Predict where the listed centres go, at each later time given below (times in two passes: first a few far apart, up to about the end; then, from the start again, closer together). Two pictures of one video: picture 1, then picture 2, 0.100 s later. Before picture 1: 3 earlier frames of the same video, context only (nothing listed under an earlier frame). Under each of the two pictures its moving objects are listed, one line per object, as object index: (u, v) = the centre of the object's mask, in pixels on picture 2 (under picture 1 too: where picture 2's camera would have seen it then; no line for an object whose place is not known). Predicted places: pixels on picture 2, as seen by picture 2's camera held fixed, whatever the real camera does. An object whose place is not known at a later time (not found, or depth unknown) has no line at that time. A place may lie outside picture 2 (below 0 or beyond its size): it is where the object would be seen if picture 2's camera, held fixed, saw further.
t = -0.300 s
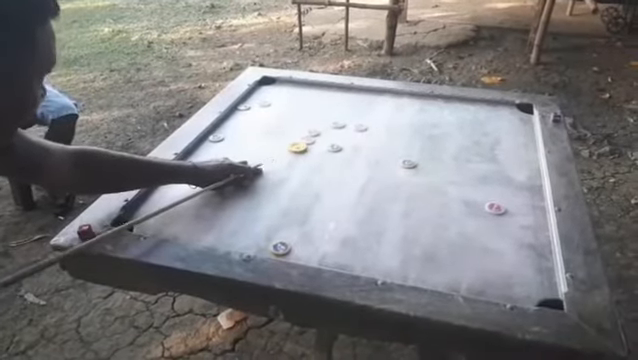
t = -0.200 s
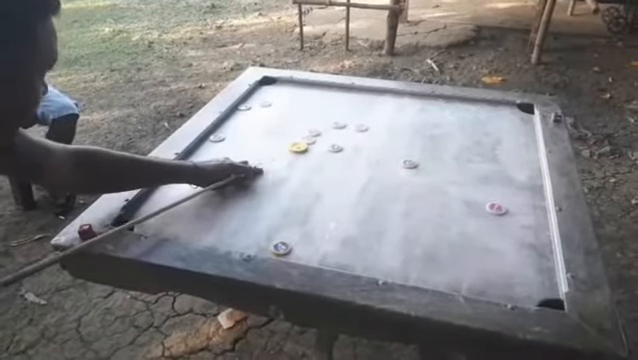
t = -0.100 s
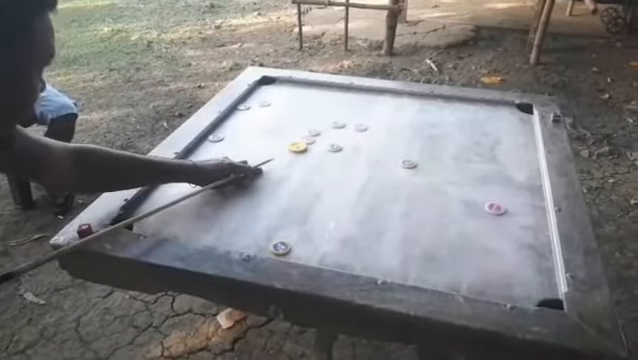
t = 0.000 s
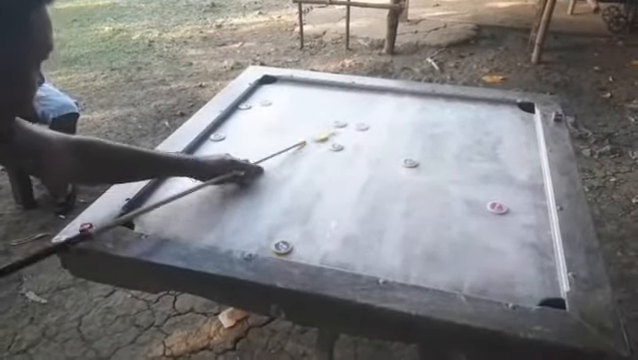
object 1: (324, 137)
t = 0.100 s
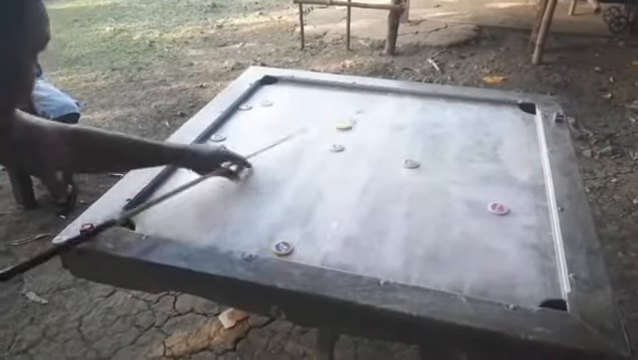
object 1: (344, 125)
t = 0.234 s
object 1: (365, 114)
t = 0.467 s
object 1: (391, 111)
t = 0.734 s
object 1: (396, 110)
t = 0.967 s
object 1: (396, 110)
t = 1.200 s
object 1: (394, 109)
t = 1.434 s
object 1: (394, 109)
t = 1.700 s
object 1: (395, 109)
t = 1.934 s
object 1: (395, 109)
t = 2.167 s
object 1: (397, 108)
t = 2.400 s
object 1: (397, 108)
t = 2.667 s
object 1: (397, 109)
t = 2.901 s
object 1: (398, 109)
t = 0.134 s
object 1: (349, 123)
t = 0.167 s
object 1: (354, 119)
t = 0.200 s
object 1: (360, 116)
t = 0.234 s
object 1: (365, 114)
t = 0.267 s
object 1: (369, 111)
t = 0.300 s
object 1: (375, 111)
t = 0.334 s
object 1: (379, 111)
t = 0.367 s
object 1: (382, 110)
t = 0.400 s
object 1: (385, 111)
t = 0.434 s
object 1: (387, 111)
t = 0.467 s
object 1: (391, 111)
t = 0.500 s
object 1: (394, 110)
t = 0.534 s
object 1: (396, 110)
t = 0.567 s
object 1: (396, 110)
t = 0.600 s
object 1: (396, 111)
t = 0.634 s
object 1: (396, 110)
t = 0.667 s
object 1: (396, 111)
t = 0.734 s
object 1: (396, 110)
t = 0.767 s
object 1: (397, 110)
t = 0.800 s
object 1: (396, 111)
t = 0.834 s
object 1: (396, 110)
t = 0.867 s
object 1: (396, 110)
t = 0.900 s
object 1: (396, 110)
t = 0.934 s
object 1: (396, 110)
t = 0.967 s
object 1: (396, 110)
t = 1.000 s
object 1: (396, 111)
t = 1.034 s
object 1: (396, 110)
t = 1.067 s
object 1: (395, 110)
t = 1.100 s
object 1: (395, 110)
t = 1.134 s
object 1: (395, 110)
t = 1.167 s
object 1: (394, 110)
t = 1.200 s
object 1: (394, 109)
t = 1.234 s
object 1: (394, 110)
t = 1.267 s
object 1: (393, 109)
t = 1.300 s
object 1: (394, 109)
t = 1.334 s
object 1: (394, 110)
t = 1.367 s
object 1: (394, 109)
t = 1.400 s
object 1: (395, 109)
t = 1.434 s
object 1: (394, 109)
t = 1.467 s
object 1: (394, 109)
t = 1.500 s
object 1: (394, 109)
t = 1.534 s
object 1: (394, 109)
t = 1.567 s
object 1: (395, 109)
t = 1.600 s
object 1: (395, 109)
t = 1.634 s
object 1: (395, 109)
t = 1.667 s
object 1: (395, 109)
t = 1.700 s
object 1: (395, 109)
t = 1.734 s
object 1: (395, 109)
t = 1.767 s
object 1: (396, 109)
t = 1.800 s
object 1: (395, 109)
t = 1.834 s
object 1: (396, 109)
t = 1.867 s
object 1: (396, 109)
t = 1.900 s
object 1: (396, 109)
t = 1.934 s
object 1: (395, 109)
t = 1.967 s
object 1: (396, 108)
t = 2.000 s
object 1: (396, 108)
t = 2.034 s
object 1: (396, 108)
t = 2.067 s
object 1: (396, 108)
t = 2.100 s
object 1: (396, 108)
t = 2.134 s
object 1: (397, 108)
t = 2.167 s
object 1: (397, 108)
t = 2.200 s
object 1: (397, 108)
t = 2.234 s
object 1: (396, 108)
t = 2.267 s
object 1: (396, 108)
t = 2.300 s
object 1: (396, 108)
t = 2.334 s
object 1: (397, 108)
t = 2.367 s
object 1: (396, 108)
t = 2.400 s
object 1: (397, 108)
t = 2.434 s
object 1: (397, 108)
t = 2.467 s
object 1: (397, 108)
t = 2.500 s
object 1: (396, 109)
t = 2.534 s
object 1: (397, 109)
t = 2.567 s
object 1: (397, 109)
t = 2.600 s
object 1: (397, 108)
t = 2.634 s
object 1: (397, 109)
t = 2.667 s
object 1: (397, 109)
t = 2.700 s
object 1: (396, 109)
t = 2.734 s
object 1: (396, 109)
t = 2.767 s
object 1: (396, 109)
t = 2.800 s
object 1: (396, 109)
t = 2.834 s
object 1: (396, 109)
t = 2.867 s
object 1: (397, 108)
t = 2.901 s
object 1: (398, 109)
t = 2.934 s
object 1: (398, 108)
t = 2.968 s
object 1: (398, 108)
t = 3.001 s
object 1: (399, 108)
